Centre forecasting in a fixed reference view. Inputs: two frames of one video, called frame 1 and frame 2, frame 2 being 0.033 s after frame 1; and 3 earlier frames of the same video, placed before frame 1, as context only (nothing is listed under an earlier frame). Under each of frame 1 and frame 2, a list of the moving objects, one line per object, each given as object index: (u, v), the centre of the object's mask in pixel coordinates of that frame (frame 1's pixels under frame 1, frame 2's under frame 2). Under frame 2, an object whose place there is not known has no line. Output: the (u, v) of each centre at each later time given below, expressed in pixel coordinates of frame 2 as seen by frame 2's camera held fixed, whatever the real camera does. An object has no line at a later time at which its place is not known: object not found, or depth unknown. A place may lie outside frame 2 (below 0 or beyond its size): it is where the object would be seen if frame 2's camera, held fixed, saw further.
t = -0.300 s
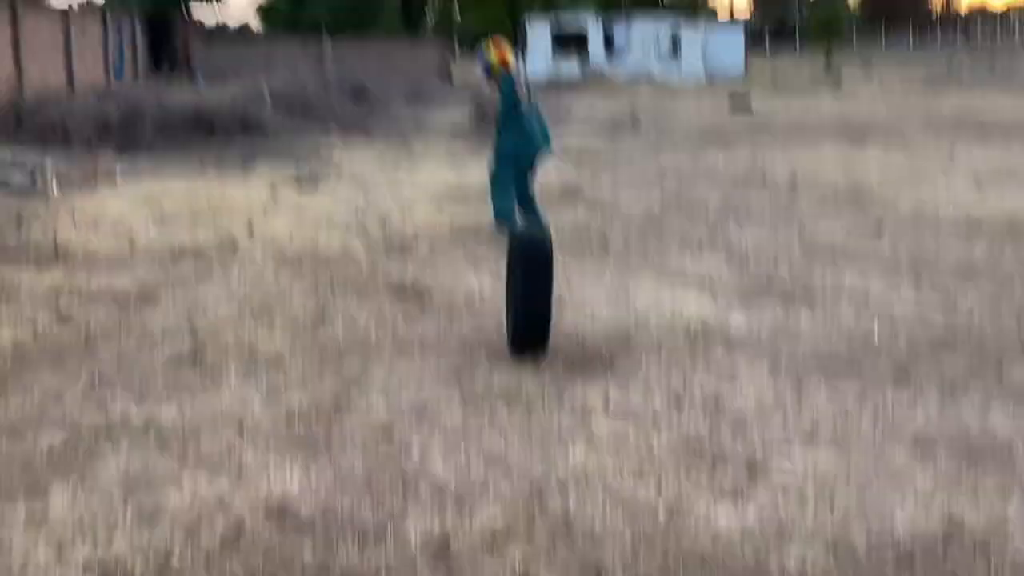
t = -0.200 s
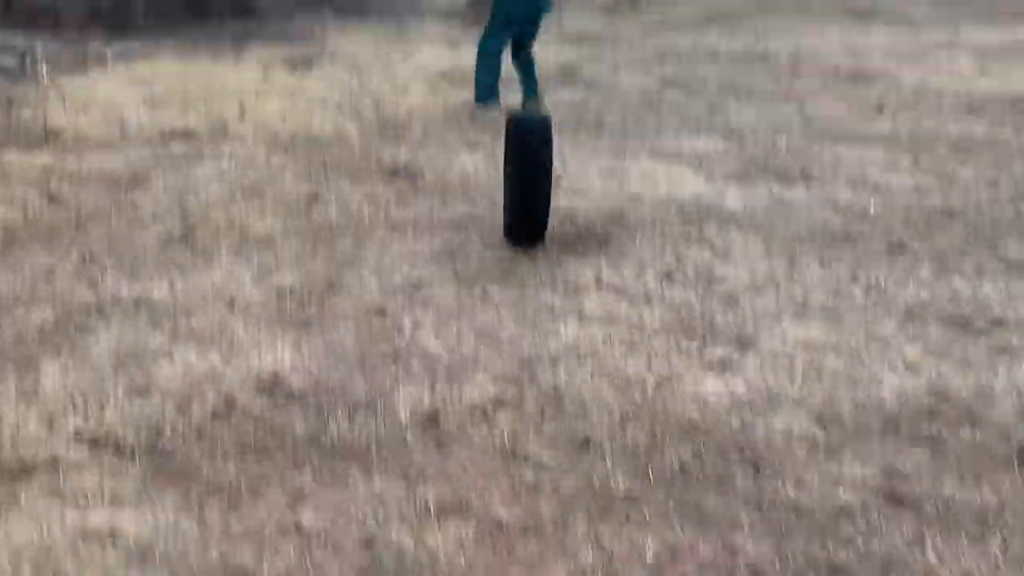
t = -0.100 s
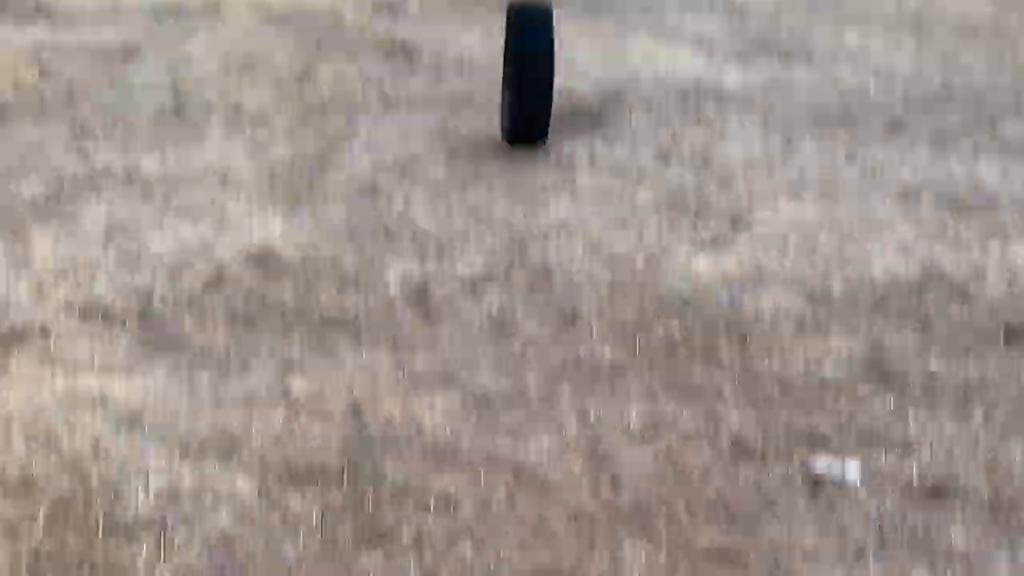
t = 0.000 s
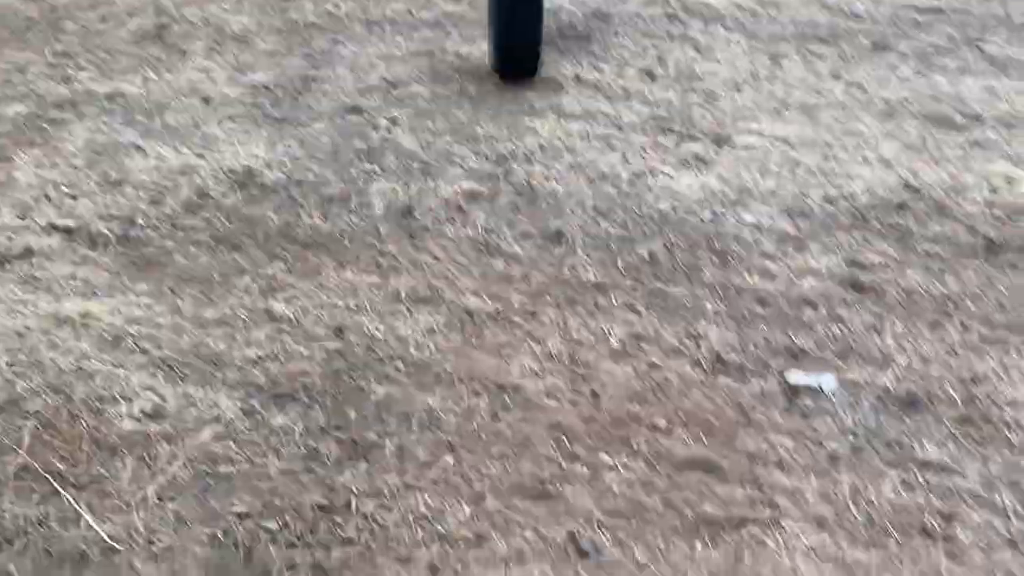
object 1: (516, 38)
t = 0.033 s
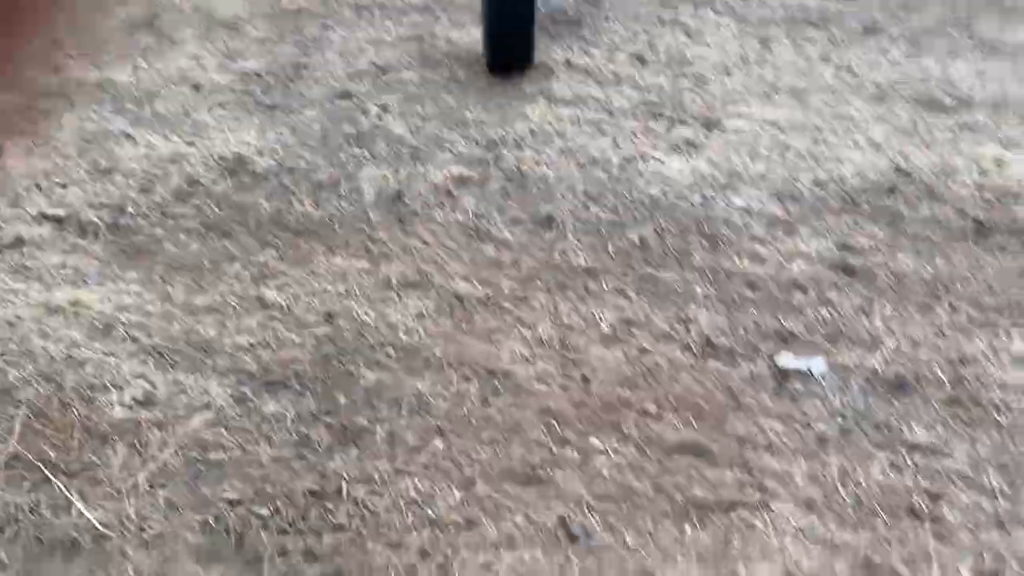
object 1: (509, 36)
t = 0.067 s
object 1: (510, 43)
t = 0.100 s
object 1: (512, 44)
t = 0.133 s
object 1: (515, 38)
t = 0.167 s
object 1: (518, 31)
